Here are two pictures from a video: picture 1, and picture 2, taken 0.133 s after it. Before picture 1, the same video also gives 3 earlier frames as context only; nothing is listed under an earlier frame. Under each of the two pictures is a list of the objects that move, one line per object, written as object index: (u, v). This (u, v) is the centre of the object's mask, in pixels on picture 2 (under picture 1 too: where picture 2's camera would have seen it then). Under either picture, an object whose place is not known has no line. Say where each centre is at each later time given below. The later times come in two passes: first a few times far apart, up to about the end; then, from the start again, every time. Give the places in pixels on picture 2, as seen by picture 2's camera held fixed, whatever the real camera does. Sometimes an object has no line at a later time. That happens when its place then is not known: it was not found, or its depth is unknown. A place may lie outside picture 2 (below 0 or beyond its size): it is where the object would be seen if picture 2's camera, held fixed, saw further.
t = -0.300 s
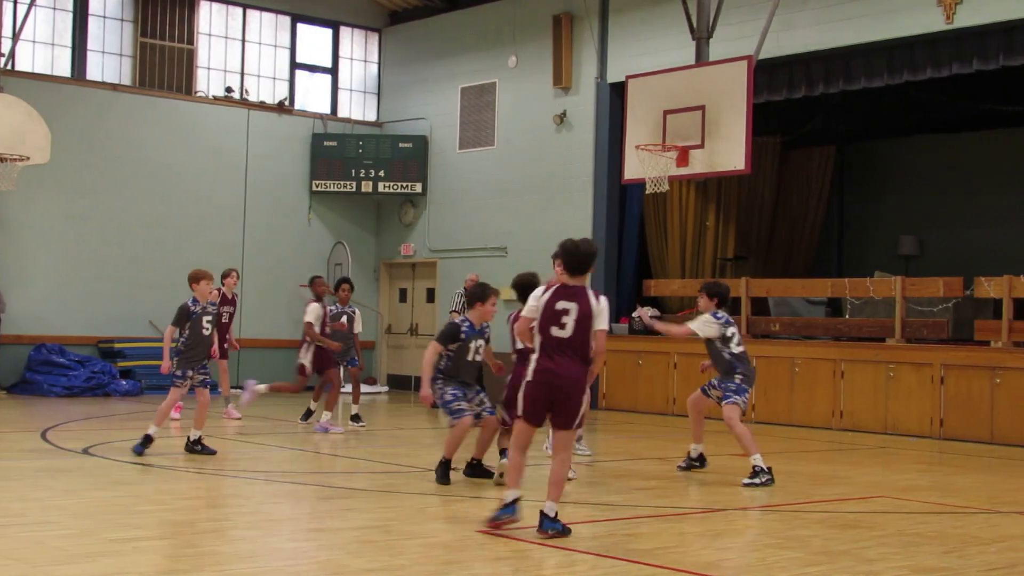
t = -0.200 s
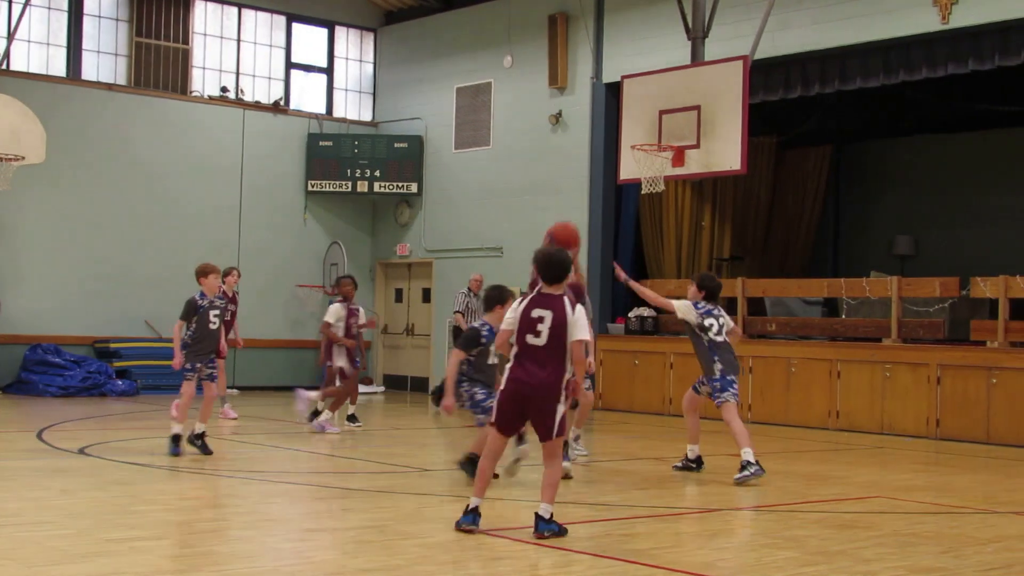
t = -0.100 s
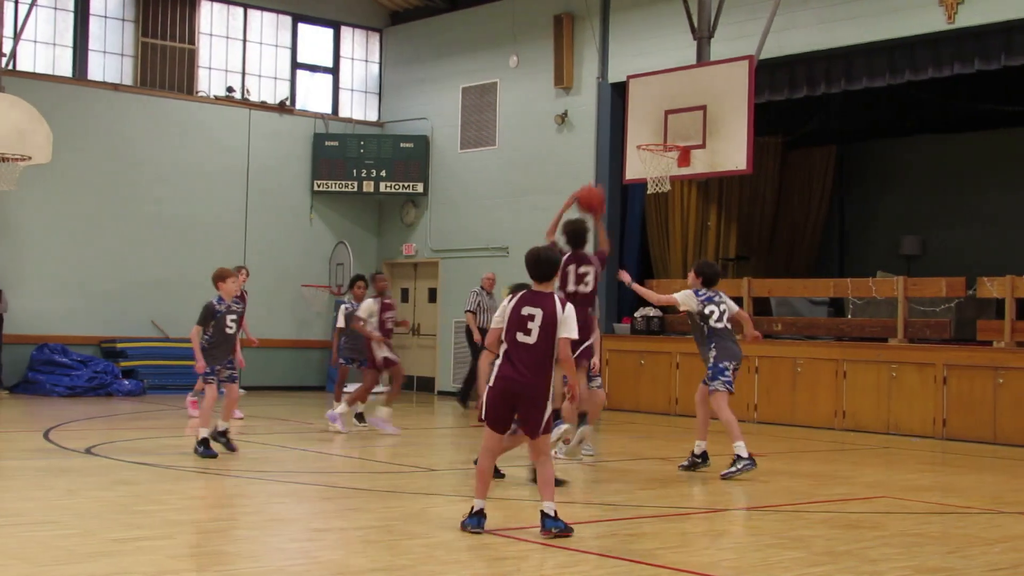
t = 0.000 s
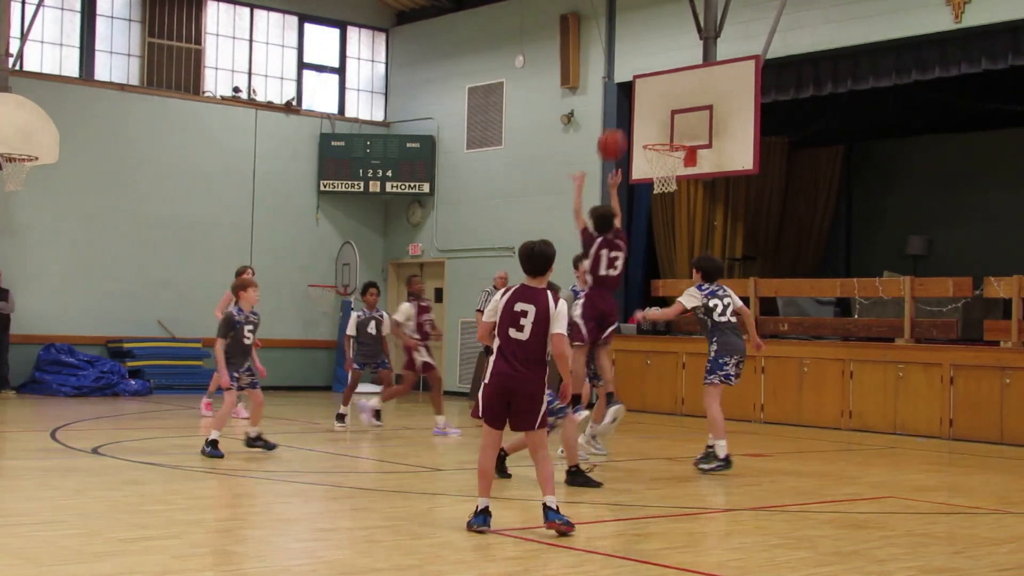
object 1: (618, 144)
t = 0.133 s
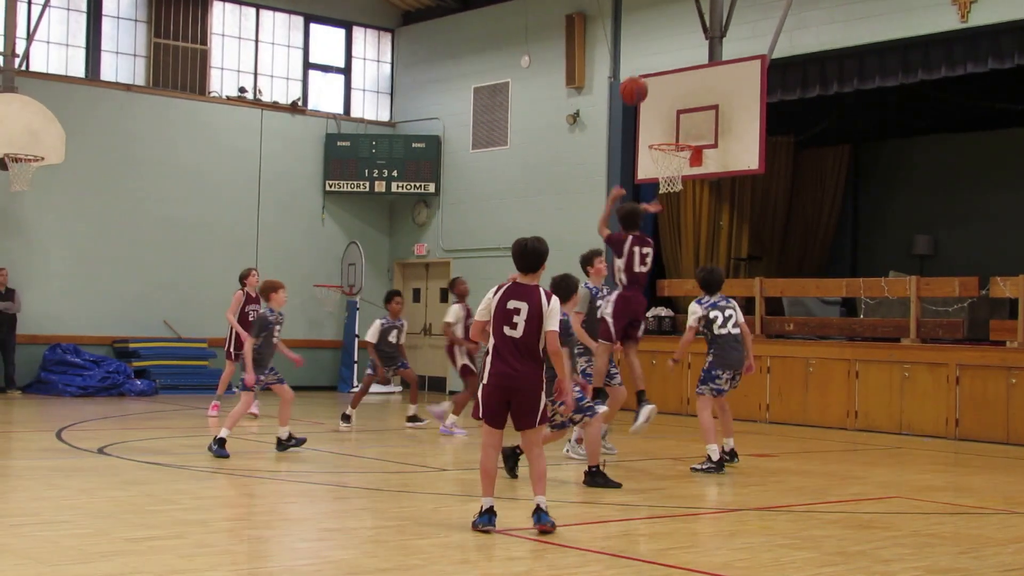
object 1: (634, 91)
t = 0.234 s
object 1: (645, 66)
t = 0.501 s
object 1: (668, 59)
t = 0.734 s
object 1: (683, 108)
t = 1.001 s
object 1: (673, 99)
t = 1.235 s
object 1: (647, 87)
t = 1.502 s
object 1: (620, 132)
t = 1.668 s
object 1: (601, 191)
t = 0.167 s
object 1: (637, 81)
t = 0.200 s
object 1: (641, 72)
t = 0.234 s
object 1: (645, 66)
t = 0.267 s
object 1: (648, 61)
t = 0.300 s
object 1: (651, 56)
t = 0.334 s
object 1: (654, 54)
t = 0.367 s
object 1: (657, 53)
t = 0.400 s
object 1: (660, 53)
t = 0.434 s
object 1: (663, 54)
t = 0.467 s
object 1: (666, 56)
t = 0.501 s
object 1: (668, 59)
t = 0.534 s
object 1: (671, 63)
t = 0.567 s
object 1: (673, 69)
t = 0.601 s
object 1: (675, 75)
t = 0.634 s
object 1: (678, 82)
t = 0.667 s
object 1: (680, 90)
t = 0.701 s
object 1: (682, 99)
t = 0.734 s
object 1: (683, 108)
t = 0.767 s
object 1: (685, 119)
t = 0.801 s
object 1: (687, 131)
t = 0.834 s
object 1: (688, 136)
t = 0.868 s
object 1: (685, 128)
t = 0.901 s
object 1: (681, 119)
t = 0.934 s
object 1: (679, 111)
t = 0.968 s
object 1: (676, 105)
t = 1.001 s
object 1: (673, 99)
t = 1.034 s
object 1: (669, 94)
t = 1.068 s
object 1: (666, 91)
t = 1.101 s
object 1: (662, 88)
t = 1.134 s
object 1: (658, 86)
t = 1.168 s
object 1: (655, 86)
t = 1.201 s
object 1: (651, 86)
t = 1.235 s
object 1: (647, 87)
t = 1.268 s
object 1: (644, 90)
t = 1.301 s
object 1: (640, 93)
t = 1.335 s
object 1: (637, 97)
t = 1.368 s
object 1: (633, 102)
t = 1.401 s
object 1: (630, 108)
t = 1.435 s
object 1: (627, 115)
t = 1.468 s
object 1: (623, 123)
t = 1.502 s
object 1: (620, 132)
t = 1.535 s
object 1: (616, 142)
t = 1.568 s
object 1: (612, 153)
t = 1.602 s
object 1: (609, 165)
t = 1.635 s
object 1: (605, 178)
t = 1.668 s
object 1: (601, 191)
